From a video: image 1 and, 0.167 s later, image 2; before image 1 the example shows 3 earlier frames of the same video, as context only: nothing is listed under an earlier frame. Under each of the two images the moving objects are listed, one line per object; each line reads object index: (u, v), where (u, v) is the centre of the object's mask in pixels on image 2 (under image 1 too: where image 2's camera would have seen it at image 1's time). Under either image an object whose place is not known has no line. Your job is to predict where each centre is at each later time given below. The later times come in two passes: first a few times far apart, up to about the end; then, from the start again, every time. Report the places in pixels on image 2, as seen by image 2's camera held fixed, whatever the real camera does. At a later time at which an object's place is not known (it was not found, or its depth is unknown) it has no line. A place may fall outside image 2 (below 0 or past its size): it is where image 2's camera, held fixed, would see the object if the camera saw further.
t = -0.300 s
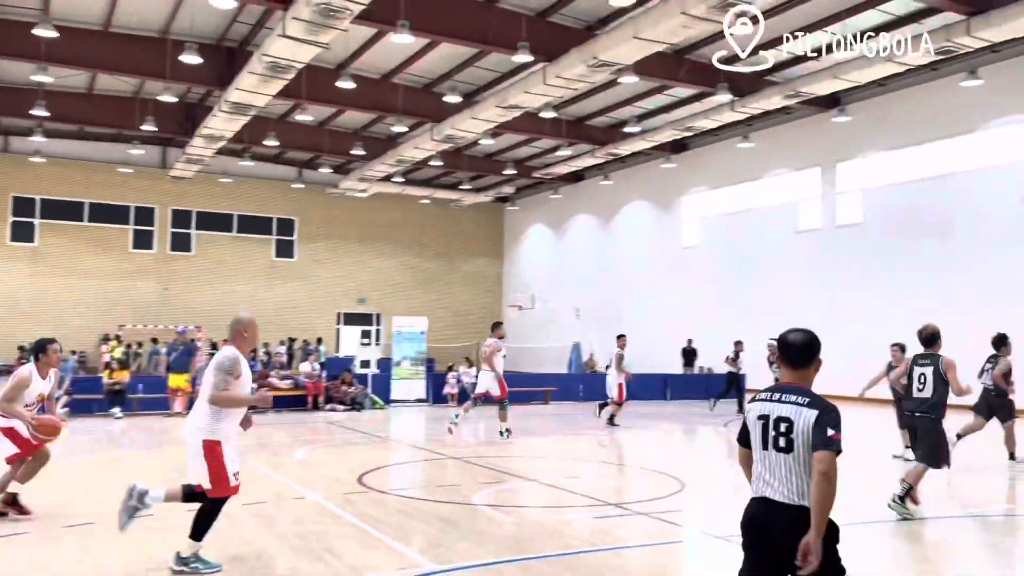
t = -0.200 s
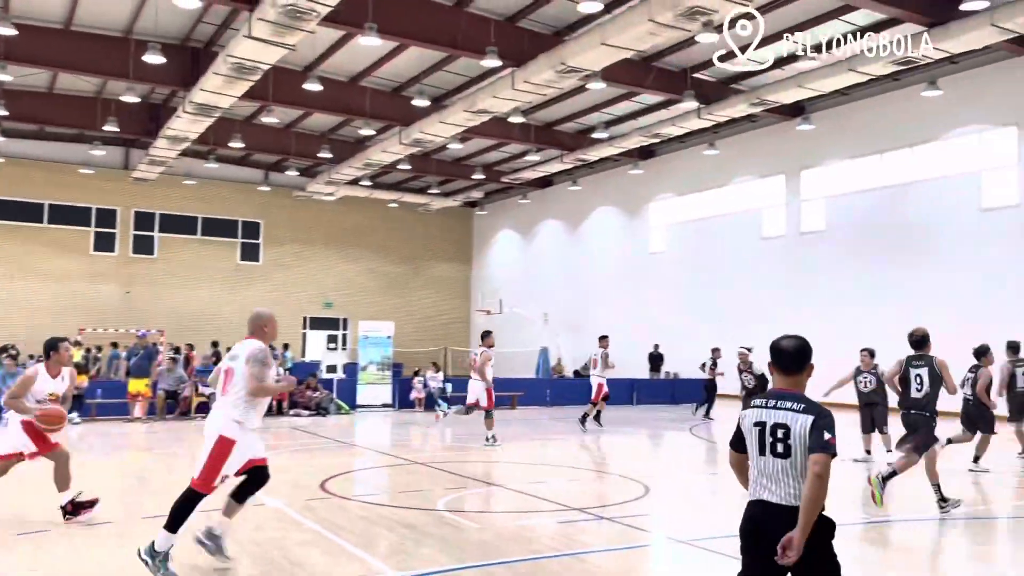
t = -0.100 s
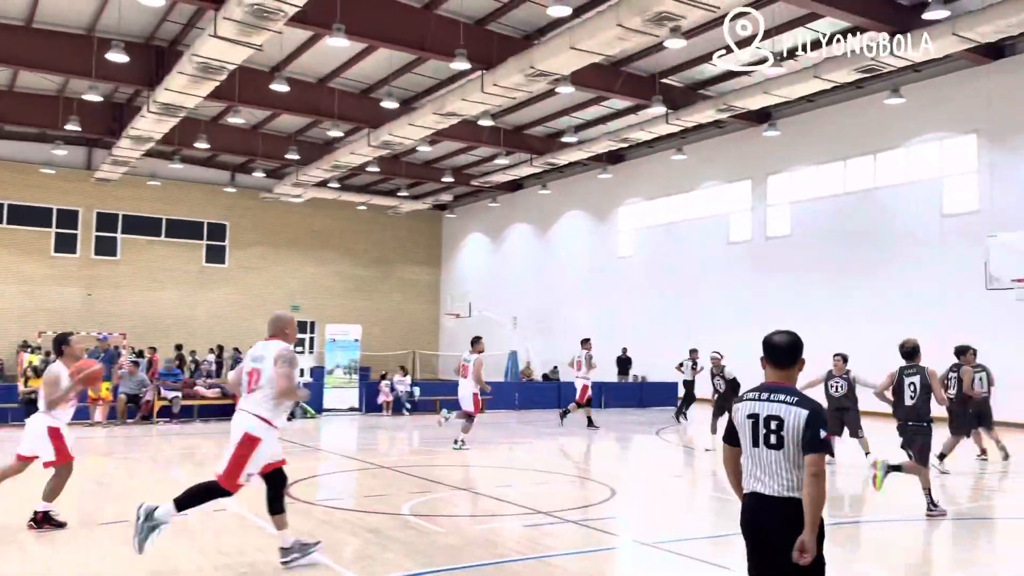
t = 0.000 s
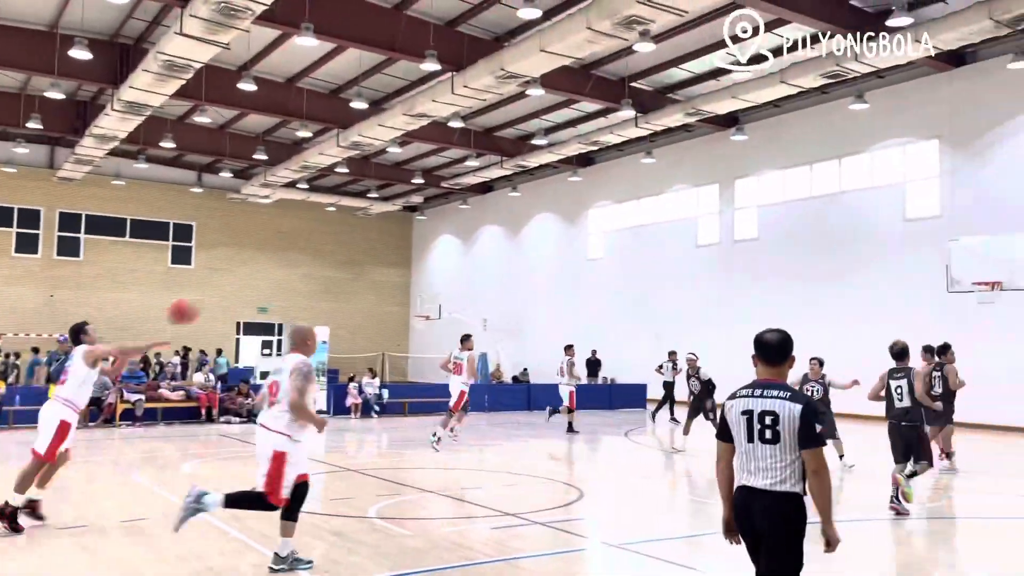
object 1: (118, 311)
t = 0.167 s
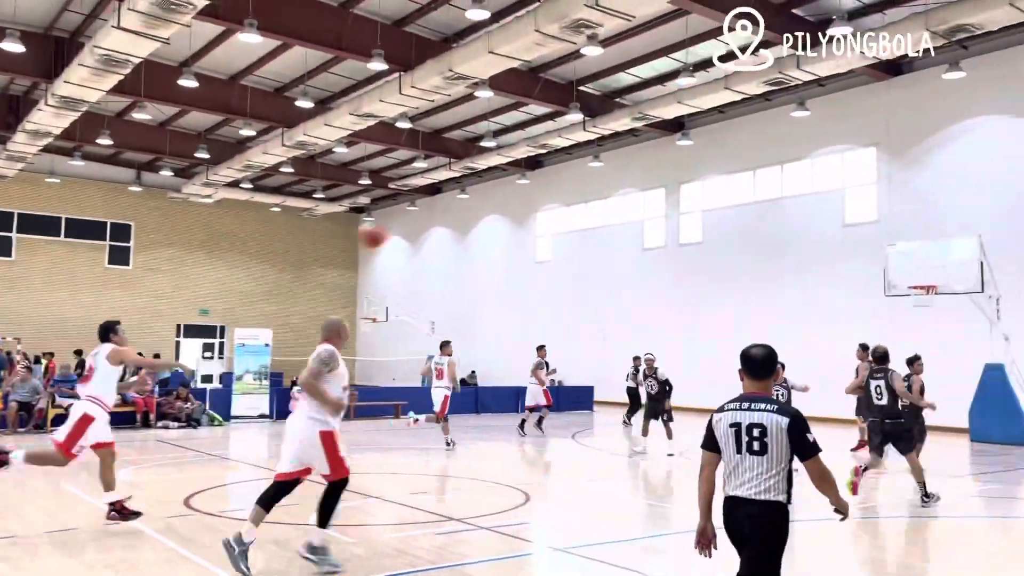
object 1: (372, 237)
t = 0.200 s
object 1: (417, 225)
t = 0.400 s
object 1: (649, 185)
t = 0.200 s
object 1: (417, 225)
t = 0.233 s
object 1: (459, 214)
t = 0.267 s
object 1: (499, 206)
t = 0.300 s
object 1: (537, 199)
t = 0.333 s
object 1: (575, 194)
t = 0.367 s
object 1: (613, 188)
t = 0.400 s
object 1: (649, 185)
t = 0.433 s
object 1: (684, 183)
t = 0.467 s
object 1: (716, 181)
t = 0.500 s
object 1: (748, 180)
